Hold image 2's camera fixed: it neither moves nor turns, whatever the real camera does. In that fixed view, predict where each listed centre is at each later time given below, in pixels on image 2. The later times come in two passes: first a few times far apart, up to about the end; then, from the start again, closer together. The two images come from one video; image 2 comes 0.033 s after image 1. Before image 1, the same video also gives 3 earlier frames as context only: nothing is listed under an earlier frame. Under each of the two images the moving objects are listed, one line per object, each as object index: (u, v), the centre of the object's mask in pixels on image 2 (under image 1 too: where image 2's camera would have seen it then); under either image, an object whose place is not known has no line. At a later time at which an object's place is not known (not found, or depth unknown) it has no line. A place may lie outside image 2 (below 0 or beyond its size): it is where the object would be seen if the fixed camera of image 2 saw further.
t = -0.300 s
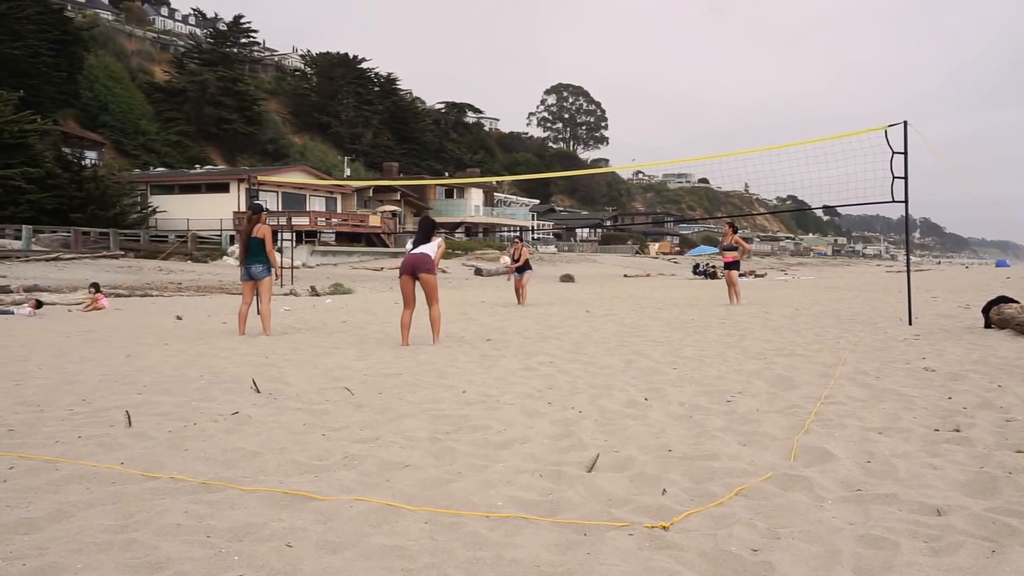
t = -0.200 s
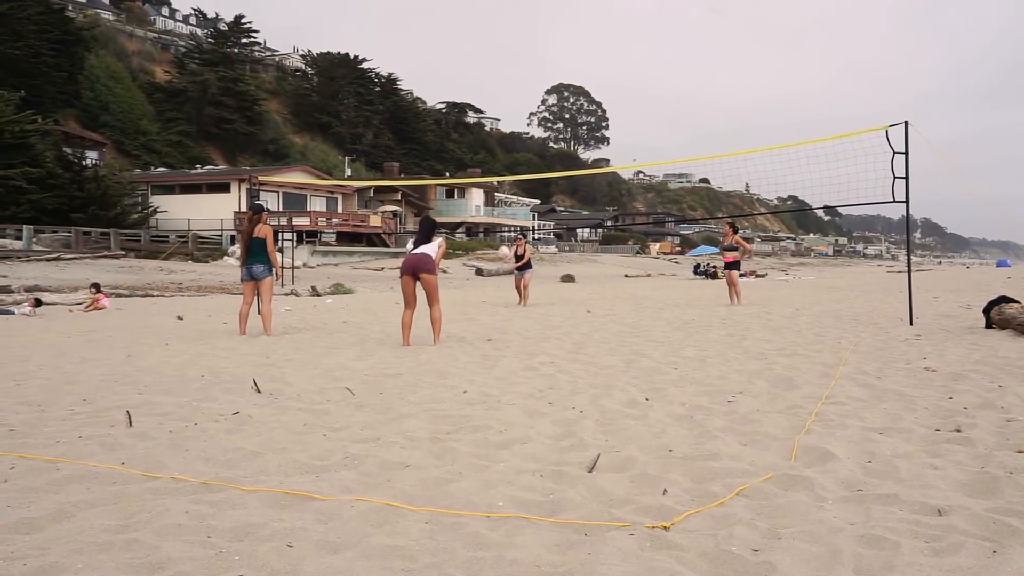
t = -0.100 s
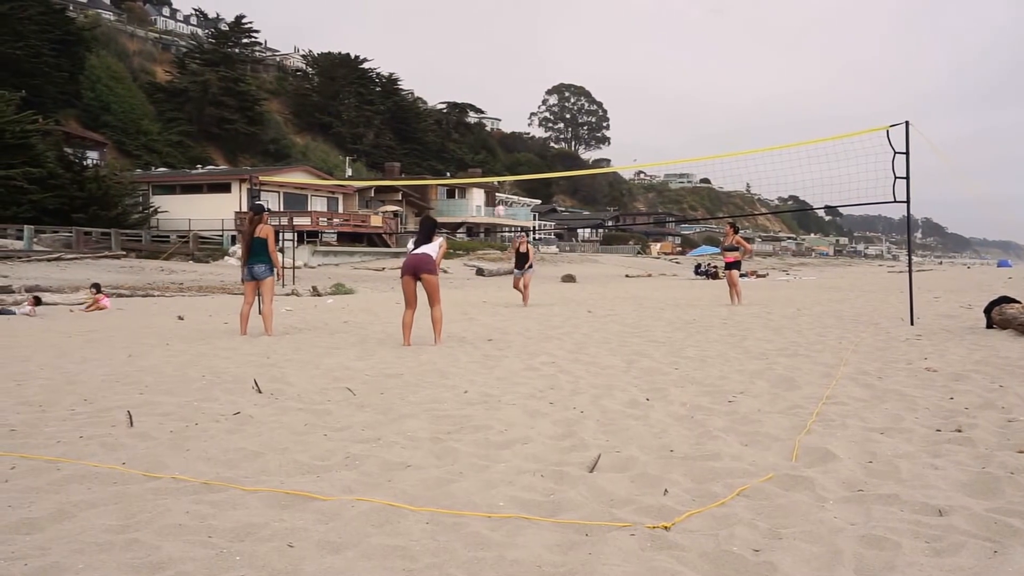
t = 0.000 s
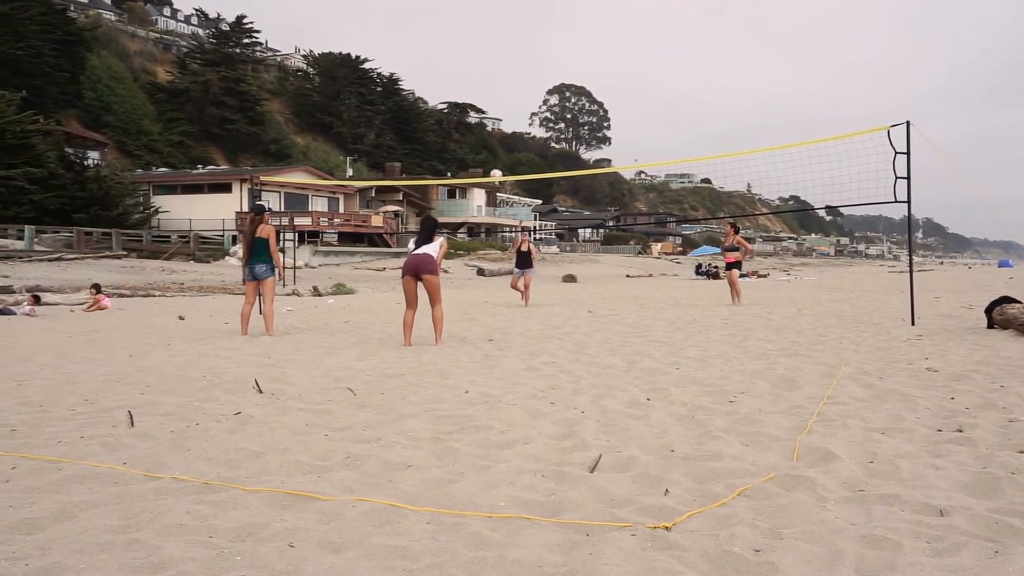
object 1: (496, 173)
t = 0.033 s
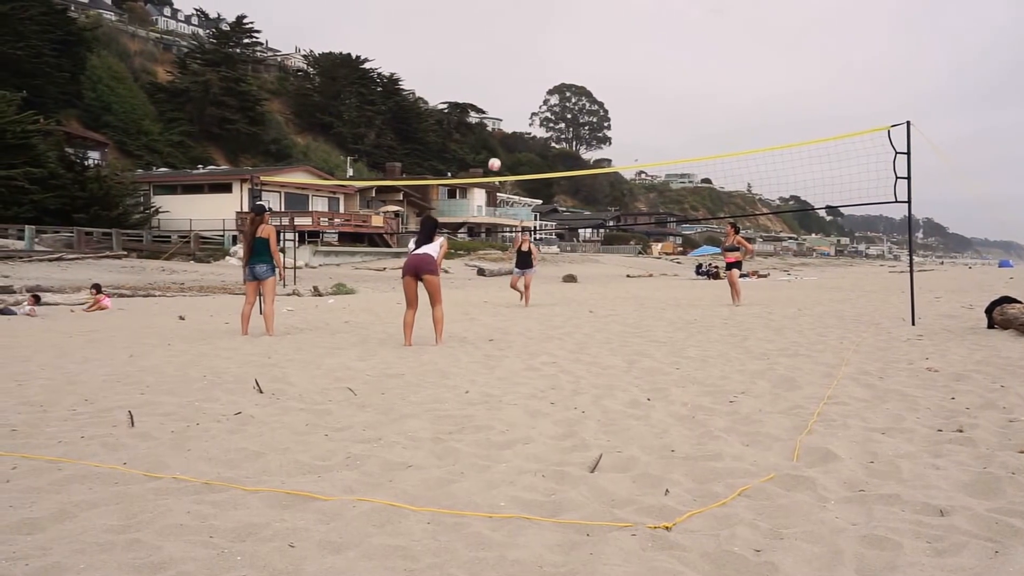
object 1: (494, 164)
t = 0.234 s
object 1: (479, 108)
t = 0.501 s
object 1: (454, 58)
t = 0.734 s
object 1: (426, 46)
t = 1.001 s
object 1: (384, 88)
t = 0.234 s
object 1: (479, 108)
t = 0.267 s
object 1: (476, 99)
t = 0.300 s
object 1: (473, 91)
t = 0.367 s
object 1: (467, 78)
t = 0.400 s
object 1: (464, 73)
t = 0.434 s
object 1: (461, 66)
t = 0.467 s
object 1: (457, 62)
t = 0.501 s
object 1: (454, 58)
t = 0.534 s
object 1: (450, 53)
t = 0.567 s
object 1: (446, 50)
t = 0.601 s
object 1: (442, 48)
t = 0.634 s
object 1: (438, 46)
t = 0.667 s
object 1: (435, 45)
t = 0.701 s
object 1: (430, 45)
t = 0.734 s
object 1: (426, 46)
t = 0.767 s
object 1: (421, 49)
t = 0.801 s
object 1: (417, 51)
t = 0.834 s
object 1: (412, 55)
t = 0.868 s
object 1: (406, 60)
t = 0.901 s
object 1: (401, 66)
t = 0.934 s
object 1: (396, 73)
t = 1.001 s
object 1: (384, 88)
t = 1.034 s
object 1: (378, 98)
